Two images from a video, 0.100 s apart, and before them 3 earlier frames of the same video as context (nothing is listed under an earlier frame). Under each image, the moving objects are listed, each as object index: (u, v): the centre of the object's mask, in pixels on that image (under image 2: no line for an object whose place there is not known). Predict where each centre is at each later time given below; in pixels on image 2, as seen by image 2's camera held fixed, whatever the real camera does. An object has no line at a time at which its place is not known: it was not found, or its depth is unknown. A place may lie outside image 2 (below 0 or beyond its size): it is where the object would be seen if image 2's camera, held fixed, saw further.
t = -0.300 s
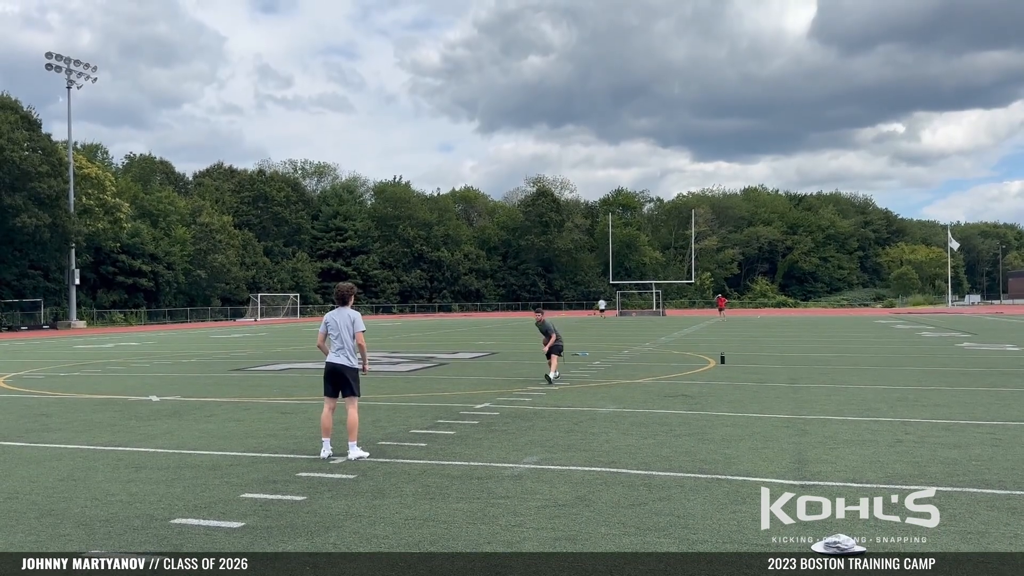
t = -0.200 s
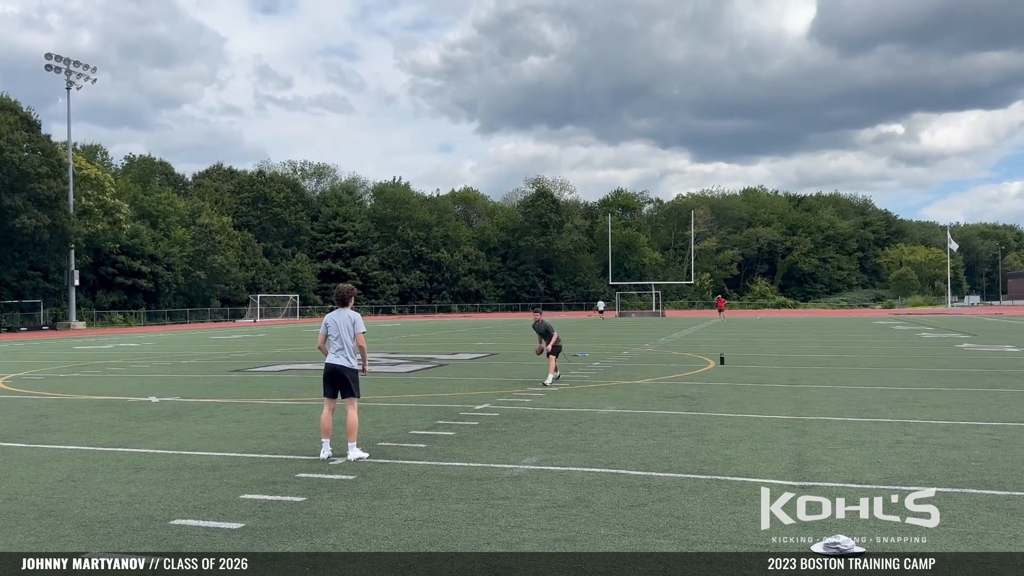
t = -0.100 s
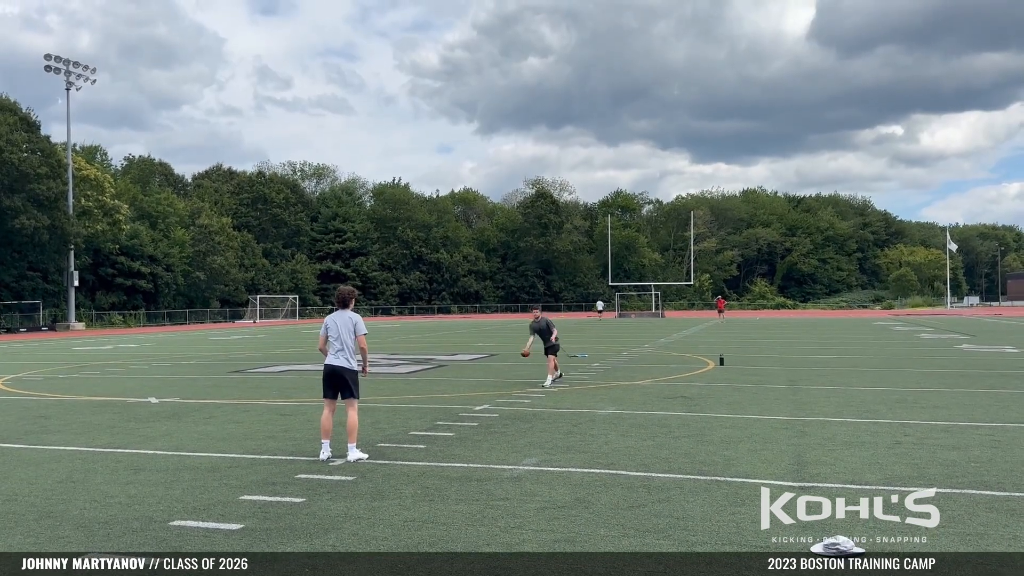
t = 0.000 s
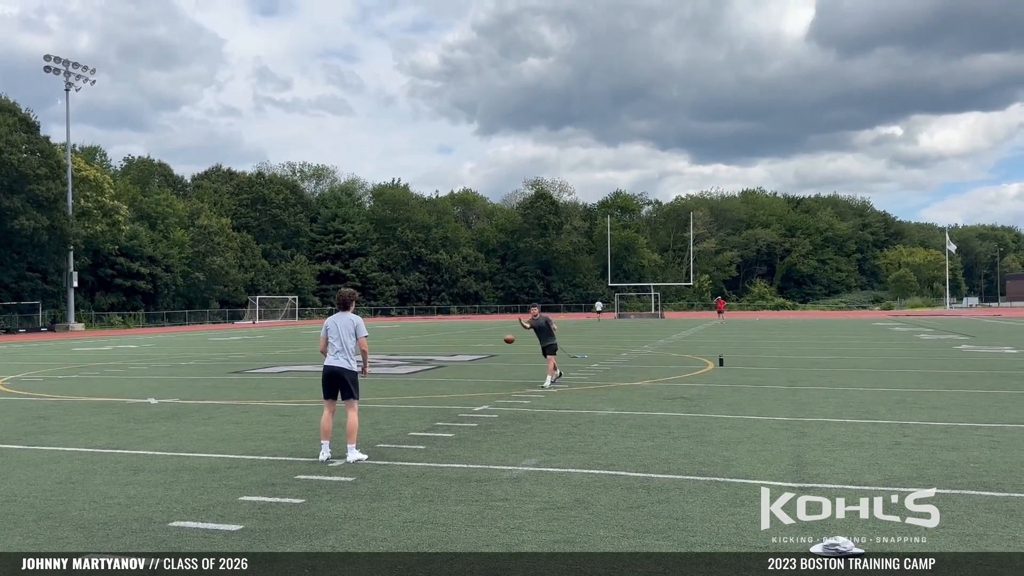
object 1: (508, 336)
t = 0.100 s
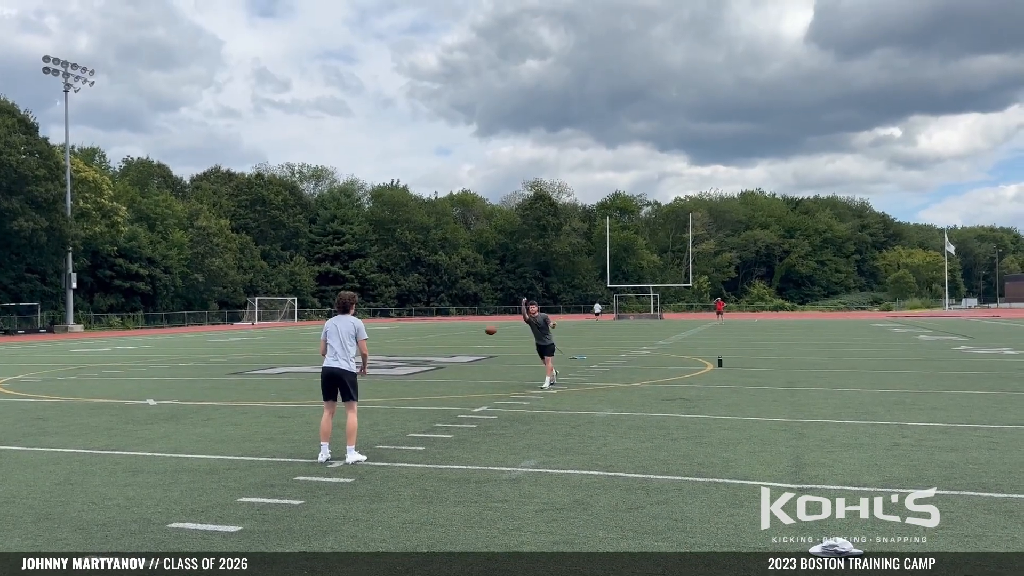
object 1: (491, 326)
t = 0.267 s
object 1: (454, 319)
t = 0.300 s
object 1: (446, 318)
